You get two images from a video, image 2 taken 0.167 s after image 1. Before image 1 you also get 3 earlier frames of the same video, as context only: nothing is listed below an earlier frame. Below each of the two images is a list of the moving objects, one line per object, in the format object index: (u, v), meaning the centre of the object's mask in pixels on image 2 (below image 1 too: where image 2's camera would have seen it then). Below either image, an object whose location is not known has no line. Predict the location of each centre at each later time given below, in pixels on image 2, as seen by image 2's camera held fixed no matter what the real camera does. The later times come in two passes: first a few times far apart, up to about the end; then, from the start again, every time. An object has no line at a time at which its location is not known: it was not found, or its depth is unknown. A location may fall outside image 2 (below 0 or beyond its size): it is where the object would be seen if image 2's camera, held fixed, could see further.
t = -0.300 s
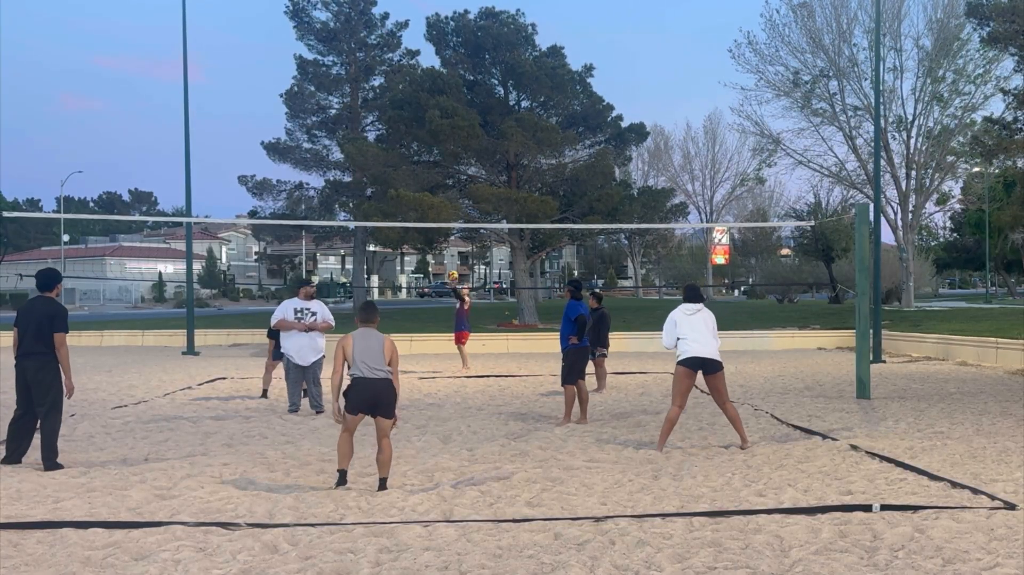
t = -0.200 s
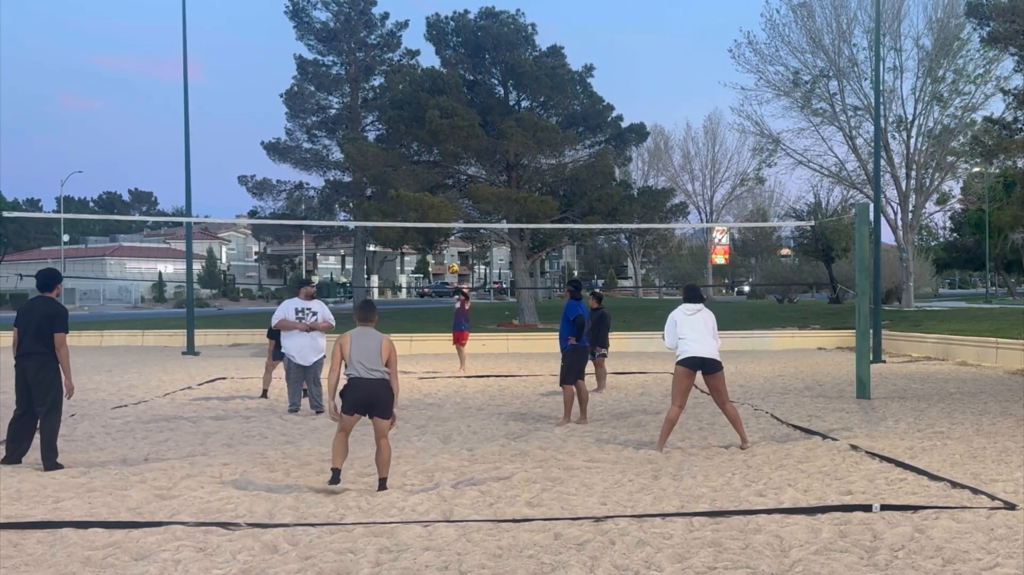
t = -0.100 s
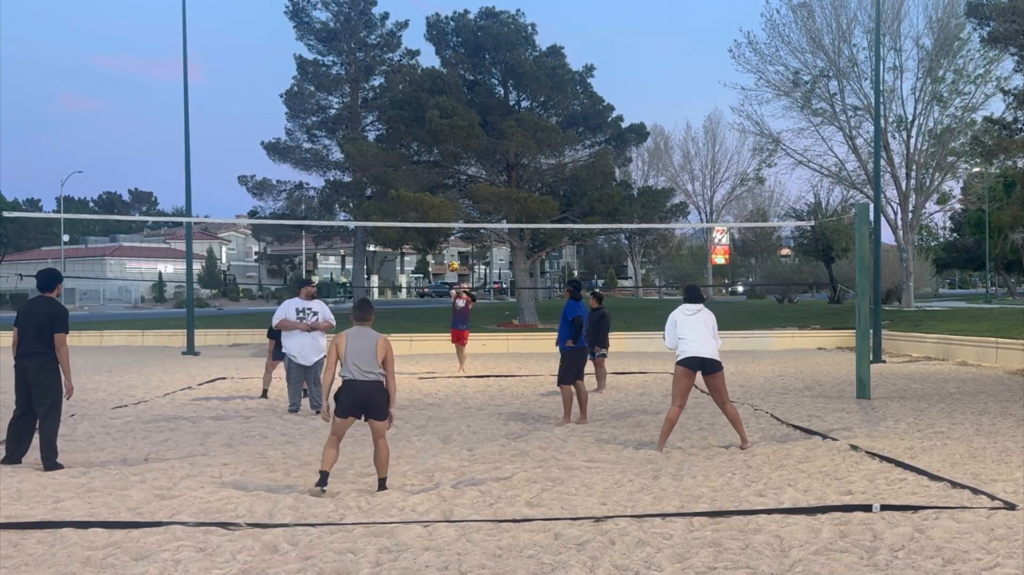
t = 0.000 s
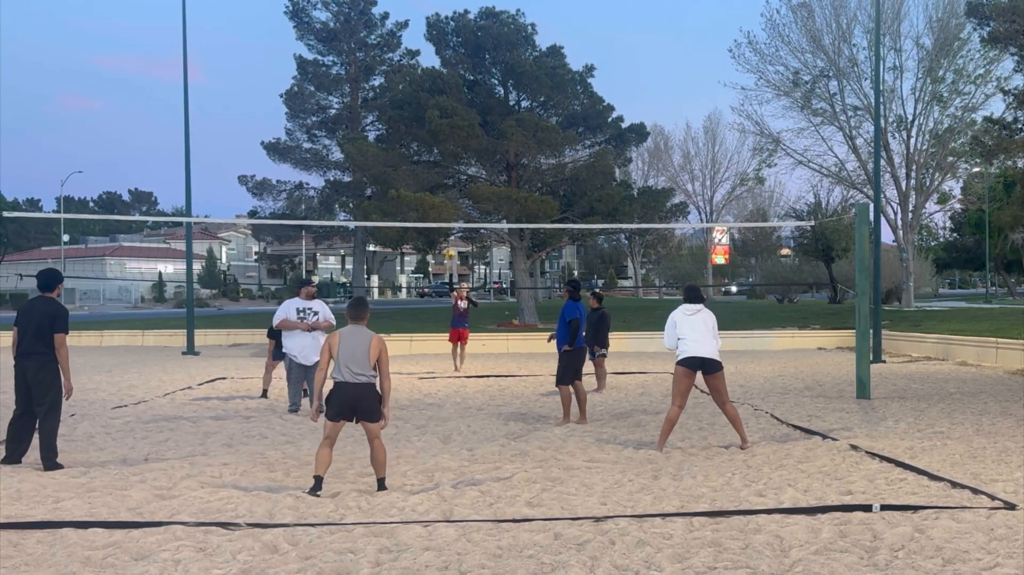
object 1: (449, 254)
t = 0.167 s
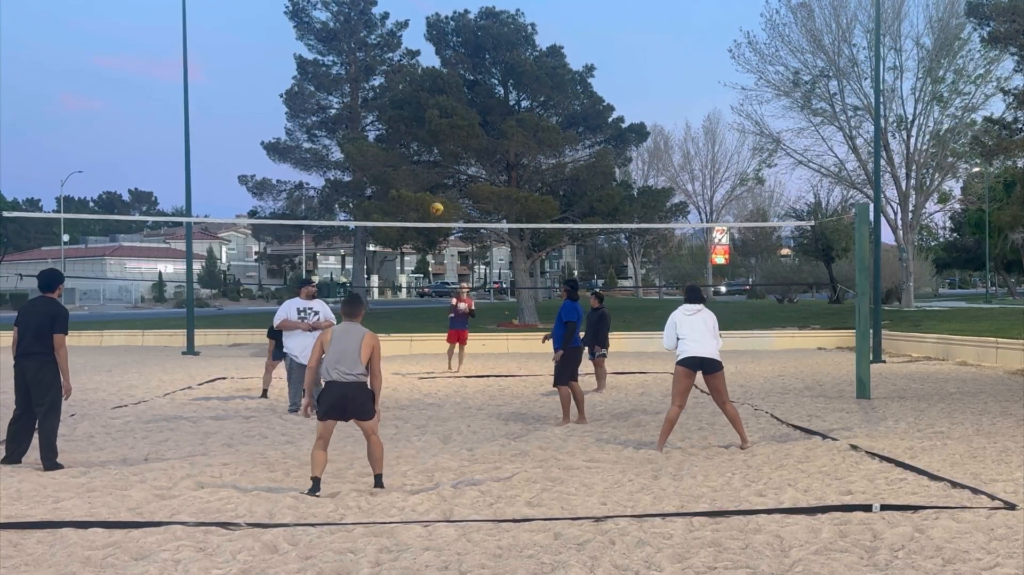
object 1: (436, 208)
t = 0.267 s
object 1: (428, 183)
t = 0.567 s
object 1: (407, 122)
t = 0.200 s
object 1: (434, 200)
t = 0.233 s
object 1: (431, 191)
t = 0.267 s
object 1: (428, 183)
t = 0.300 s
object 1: (426, 175)
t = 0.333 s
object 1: (424, 167)
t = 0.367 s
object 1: (421, 160)
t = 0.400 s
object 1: (419, 152)
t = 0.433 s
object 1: (417, 146)
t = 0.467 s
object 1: (414, 139)
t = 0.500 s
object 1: (412, 133)
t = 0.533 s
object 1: (410, 127)
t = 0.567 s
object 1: (407, 122)
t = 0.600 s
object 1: (404, 118)
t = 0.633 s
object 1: (401, 115)
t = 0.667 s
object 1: (398, 112)
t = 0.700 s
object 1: (394, 110)
